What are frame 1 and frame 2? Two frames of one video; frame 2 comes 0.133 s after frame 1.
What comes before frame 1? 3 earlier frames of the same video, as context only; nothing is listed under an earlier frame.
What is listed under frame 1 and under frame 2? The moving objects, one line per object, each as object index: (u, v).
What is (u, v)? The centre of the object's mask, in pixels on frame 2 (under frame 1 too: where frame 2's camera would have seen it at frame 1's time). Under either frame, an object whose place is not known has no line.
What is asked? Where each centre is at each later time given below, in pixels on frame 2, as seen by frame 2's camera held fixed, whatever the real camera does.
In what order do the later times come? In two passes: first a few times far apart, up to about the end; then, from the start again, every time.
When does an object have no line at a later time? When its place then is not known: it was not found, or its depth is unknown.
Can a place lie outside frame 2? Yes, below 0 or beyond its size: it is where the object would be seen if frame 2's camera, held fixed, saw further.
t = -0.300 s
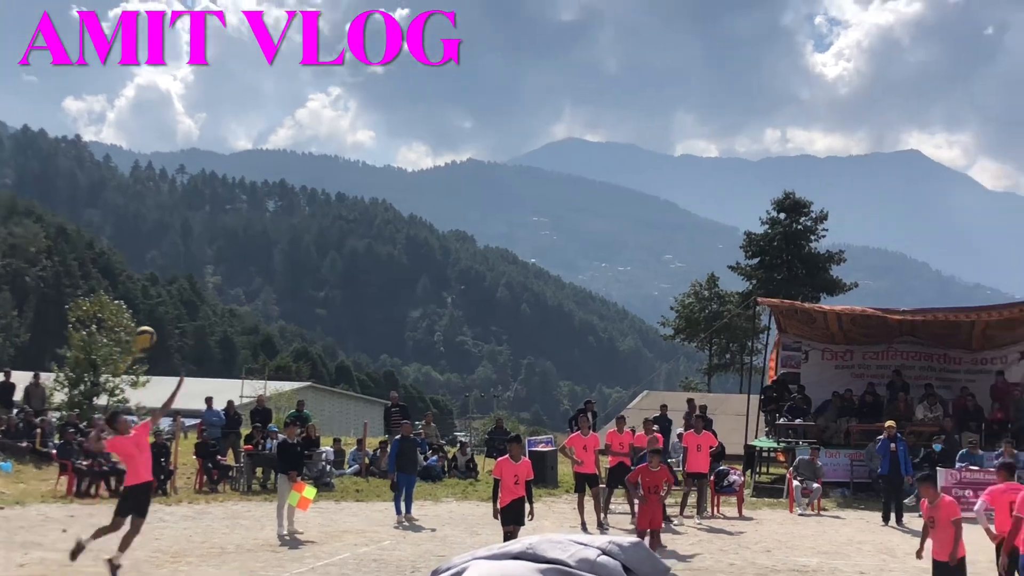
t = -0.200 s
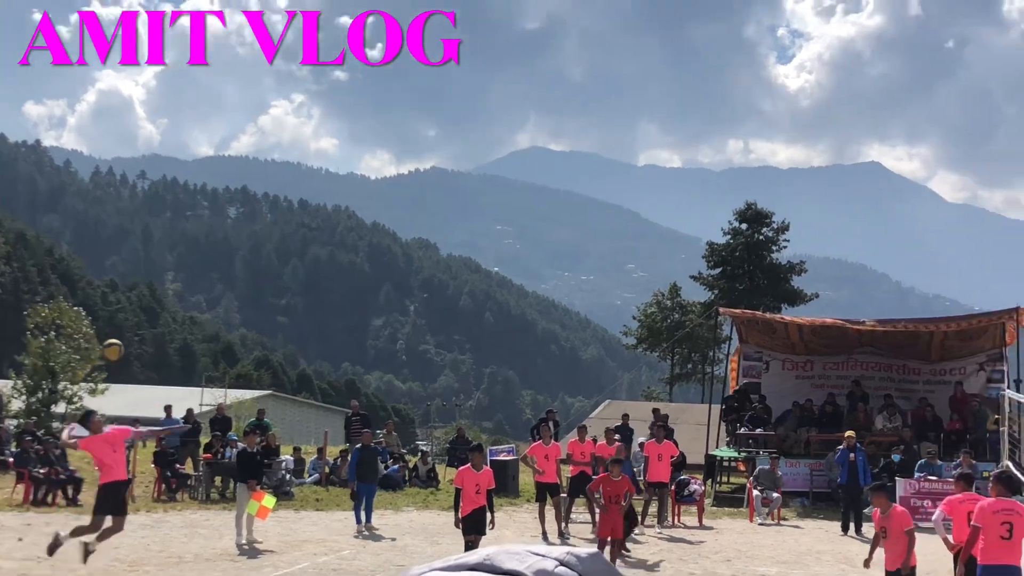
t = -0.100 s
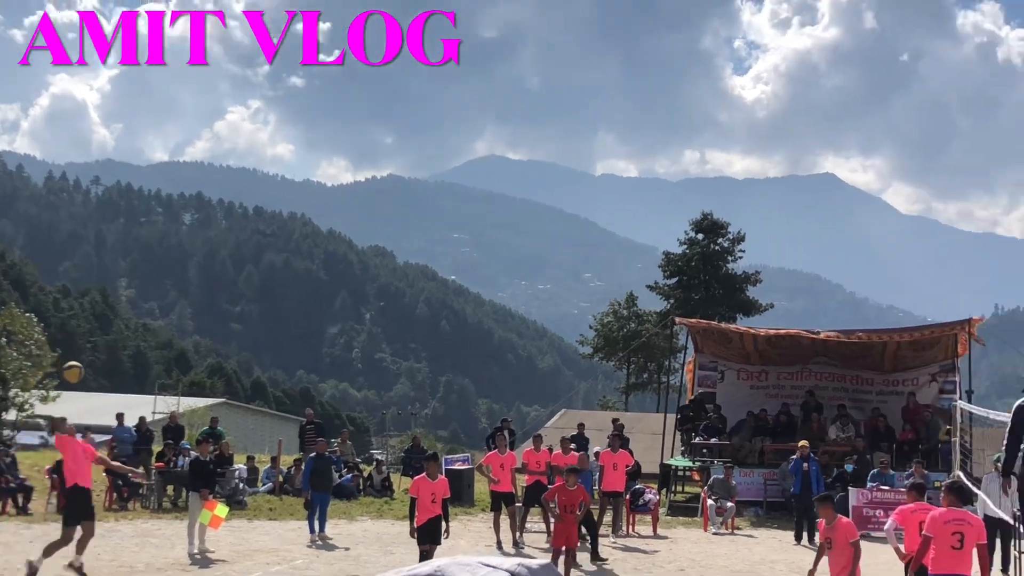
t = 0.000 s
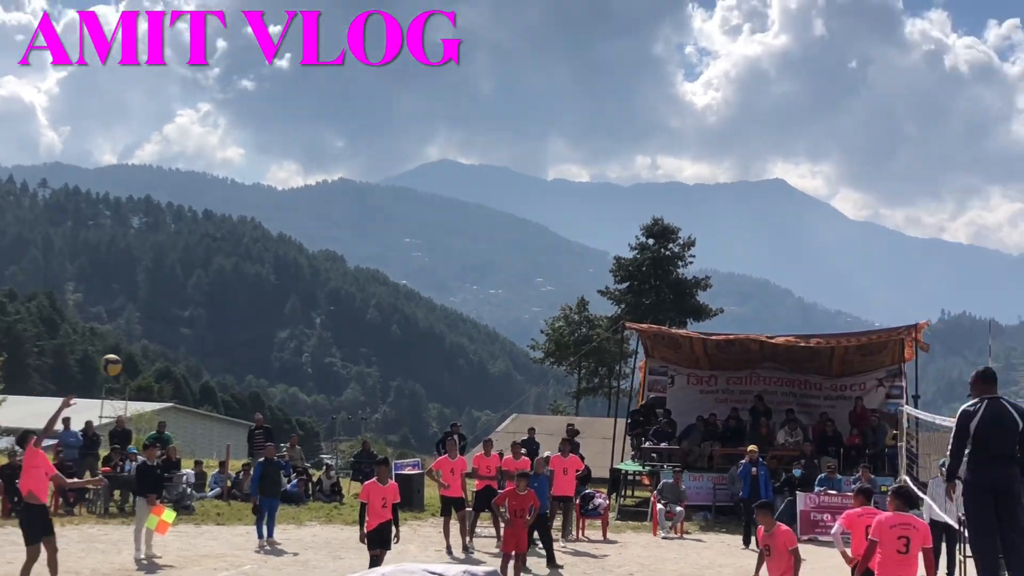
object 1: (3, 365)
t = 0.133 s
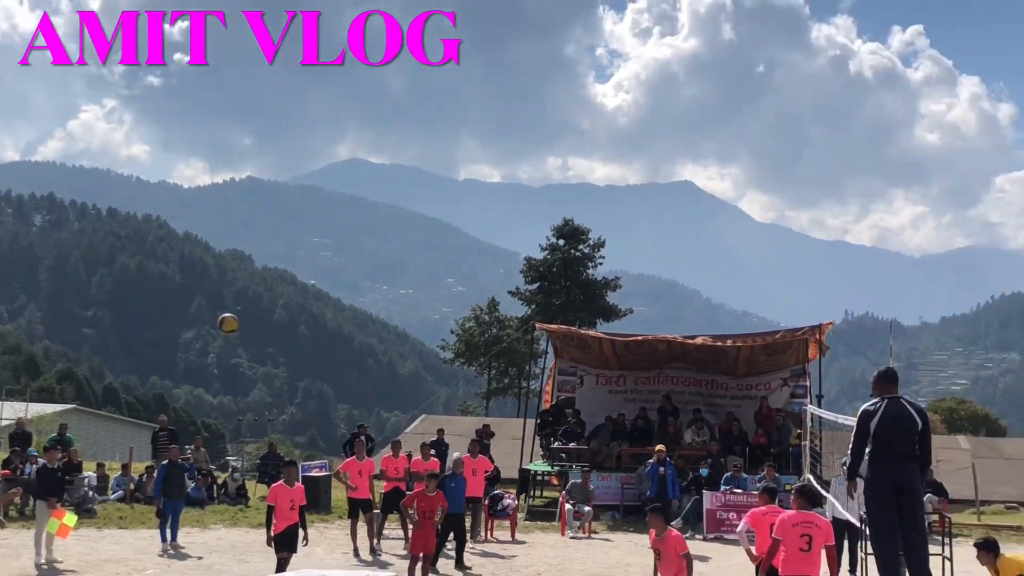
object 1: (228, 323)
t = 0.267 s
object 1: (432, 297)
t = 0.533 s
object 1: (803, 293)
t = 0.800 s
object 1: (1188, 359)
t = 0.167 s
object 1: (281, 316)
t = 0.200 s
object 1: (332, 307)
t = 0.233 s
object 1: (382, 302)
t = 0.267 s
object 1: (432, 297)
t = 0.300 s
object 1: (479, 293)
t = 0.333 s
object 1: (525, 290)
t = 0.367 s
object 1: (573, 287)
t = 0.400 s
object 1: (619, 286)
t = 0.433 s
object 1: (665, 286)
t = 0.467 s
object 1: (711, 288)
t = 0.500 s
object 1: (757, 290)
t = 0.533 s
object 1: (803, 293)
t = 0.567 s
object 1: (850, 297)
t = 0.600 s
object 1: (897, 302)
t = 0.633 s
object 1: (944, 309)
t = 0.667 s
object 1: (989, 316)
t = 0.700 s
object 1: (1039, 325)
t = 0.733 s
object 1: (1087, 336)
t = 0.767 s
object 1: (1138, 347)
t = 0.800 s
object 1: (1188, 359)
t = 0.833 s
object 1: (1240, 373)
